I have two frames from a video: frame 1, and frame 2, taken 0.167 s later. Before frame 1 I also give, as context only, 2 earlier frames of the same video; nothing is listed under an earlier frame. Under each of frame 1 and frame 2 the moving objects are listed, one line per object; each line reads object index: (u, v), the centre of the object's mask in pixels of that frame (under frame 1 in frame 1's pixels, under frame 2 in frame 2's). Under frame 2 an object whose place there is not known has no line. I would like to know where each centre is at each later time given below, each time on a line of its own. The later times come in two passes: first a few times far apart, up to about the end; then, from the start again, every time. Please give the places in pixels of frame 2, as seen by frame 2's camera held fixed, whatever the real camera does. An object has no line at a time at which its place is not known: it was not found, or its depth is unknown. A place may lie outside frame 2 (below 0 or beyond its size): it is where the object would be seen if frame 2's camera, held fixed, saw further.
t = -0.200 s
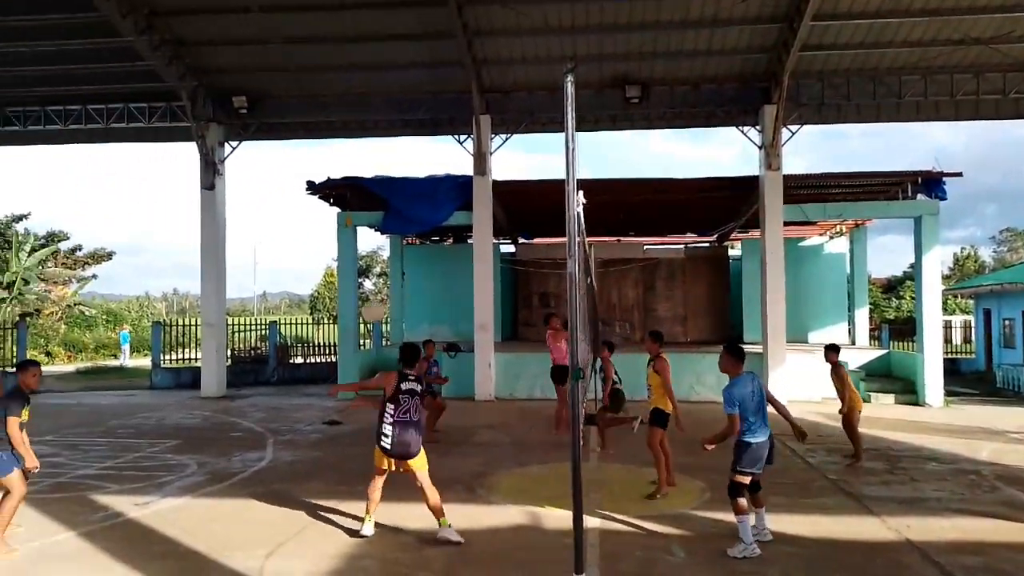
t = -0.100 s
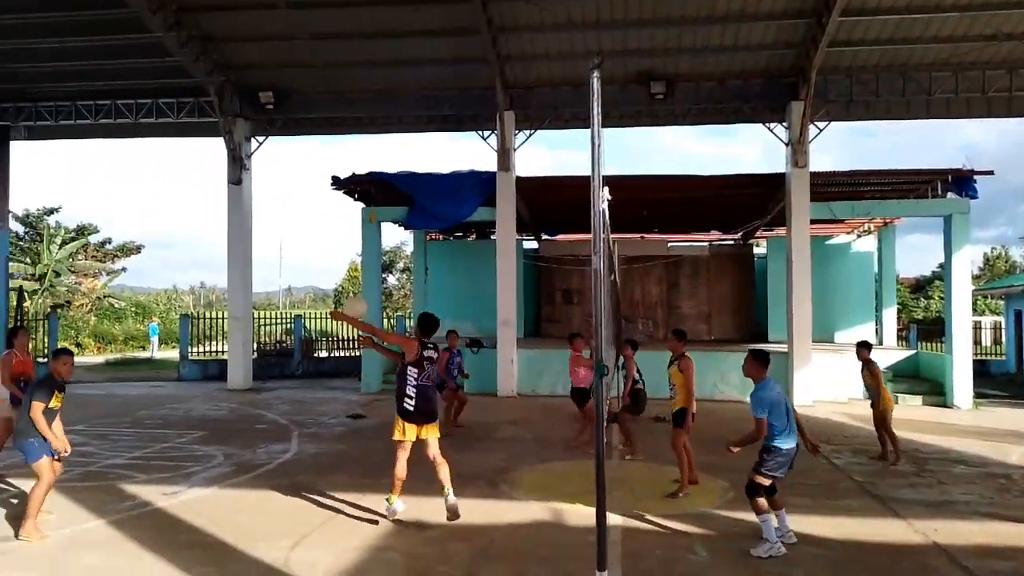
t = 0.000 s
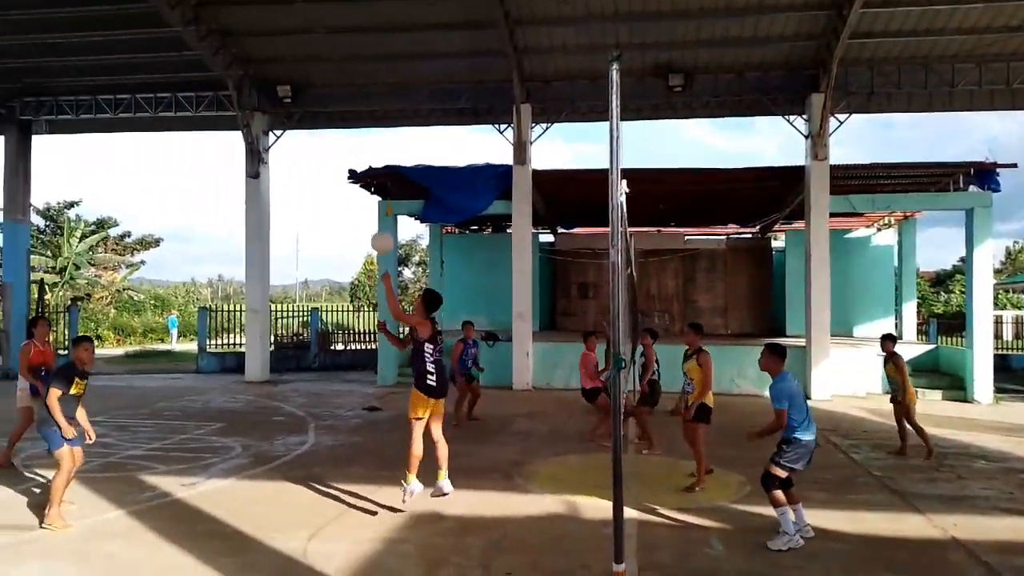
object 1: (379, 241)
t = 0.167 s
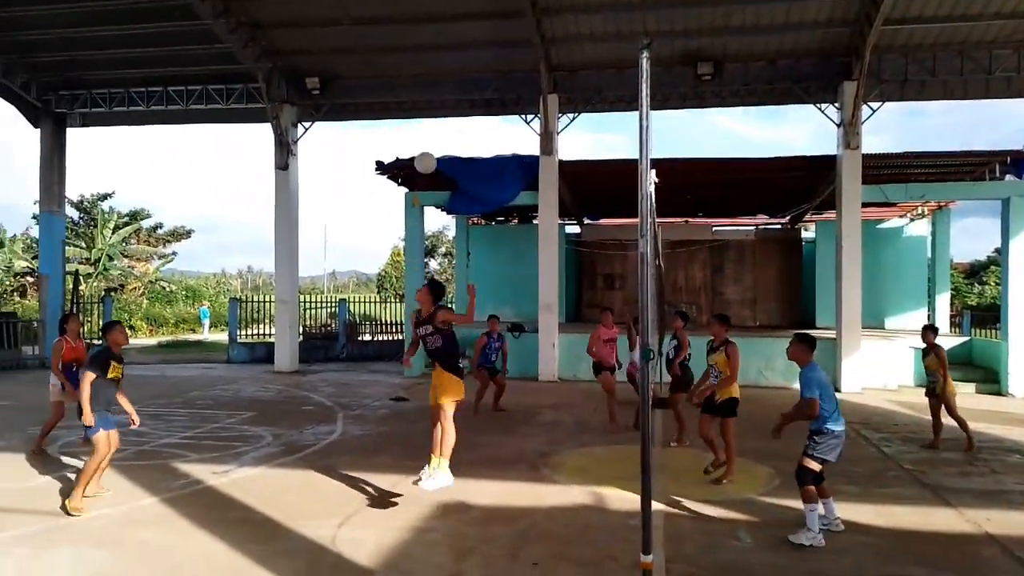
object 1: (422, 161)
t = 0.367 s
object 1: (442, 117)
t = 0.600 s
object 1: (460, 118)
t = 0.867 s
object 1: (480, 183)
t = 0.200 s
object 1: (426, 150)
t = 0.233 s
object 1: (429, 141)
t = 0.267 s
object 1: (432, 133)
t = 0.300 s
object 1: (436, 127)
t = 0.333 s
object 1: (439, 121)
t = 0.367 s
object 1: (442, 117)
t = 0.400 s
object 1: (444, 113)
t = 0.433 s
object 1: (447, 111)
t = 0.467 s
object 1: (449, 111)
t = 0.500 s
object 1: (452, 110)
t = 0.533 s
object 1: (455, 112)
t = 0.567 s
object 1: (457, 115)
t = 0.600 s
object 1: (460, 118)
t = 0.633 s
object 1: (462, 123)
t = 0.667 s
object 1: (465, 129)
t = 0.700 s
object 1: (468, 135)
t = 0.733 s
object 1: (470, 143)
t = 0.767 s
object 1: (472, 152)
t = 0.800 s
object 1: (474, 162)
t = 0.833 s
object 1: (477, 171)
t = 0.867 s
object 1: (480, 183)
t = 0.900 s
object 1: (482, 195)
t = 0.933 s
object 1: (484, 208)
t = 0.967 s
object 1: (487, 222)
